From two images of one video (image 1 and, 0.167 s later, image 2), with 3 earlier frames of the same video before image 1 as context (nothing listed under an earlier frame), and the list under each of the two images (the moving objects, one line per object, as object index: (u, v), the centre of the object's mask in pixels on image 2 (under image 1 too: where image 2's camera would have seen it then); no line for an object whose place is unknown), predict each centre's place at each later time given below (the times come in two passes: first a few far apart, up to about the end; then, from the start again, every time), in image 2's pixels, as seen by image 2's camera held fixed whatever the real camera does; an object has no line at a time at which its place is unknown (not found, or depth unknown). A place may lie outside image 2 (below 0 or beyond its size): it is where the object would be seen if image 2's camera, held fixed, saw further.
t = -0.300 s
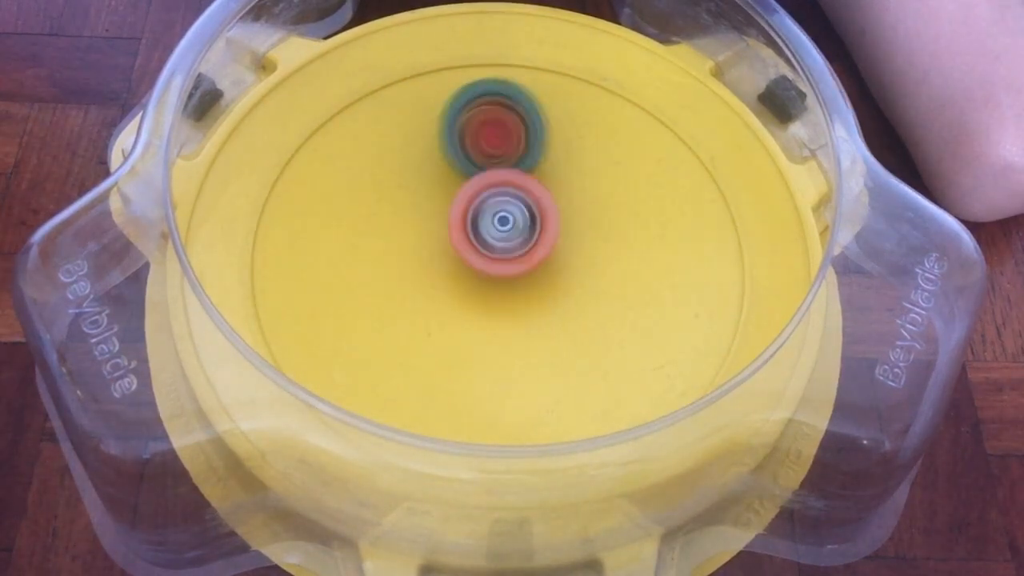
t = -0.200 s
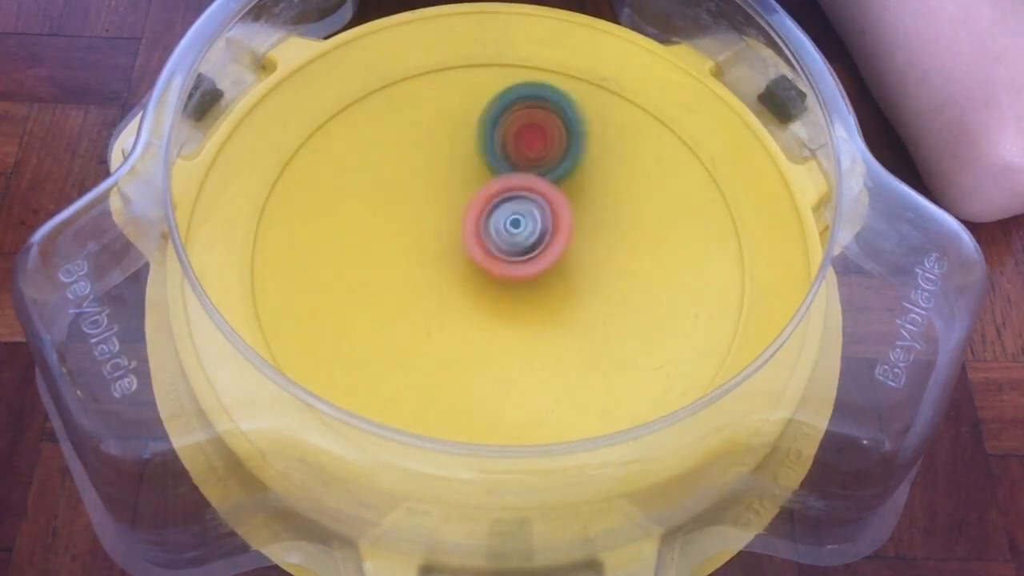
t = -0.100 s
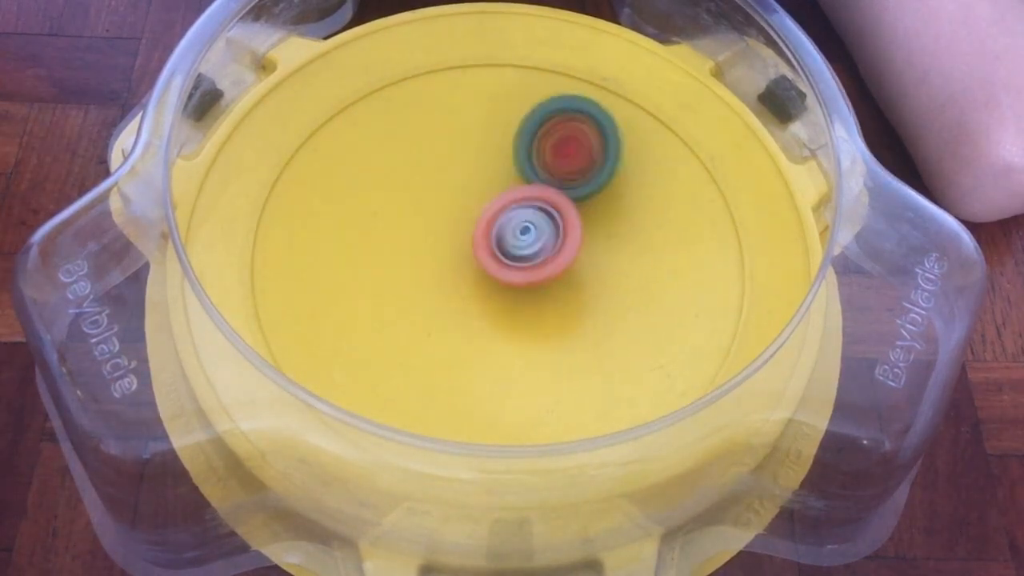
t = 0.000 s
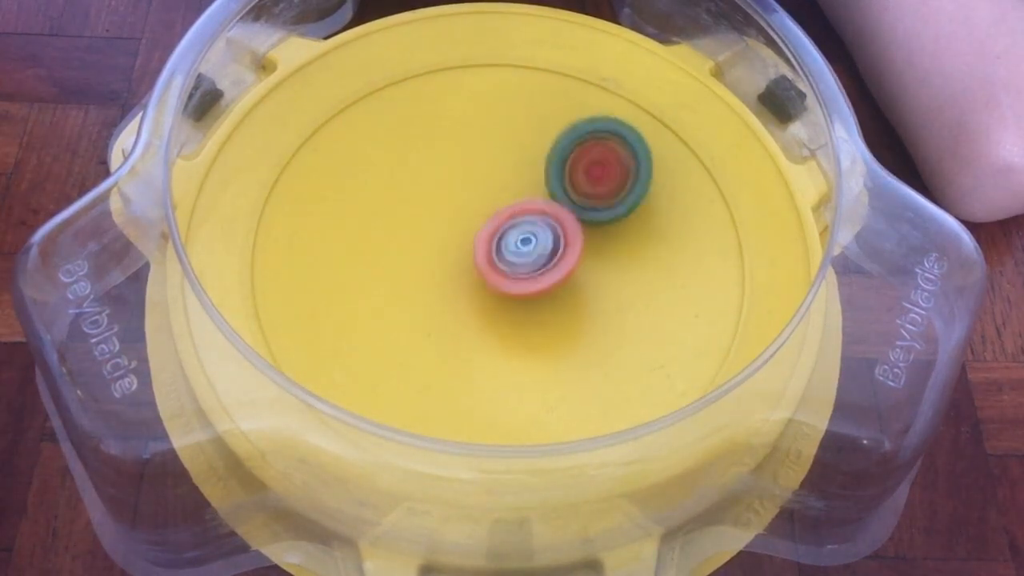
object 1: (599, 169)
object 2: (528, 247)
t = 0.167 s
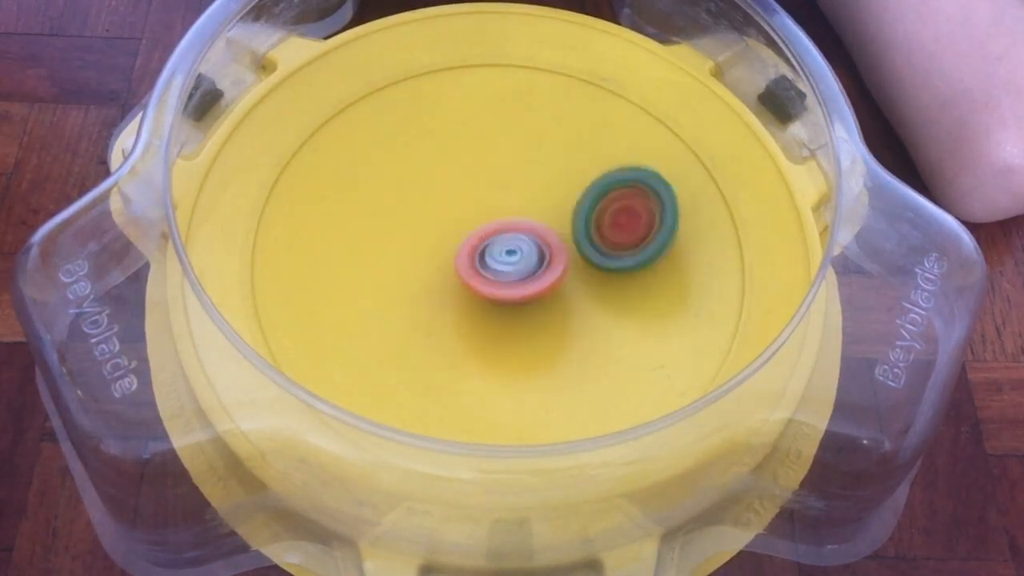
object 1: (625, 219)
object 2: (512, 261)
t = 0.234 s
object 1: (628, 240)
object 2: (502, 263)
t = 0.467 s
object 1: (590, 320)
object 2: (472, 250)
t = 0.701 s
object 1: (493, 354)
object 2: (482, 227)
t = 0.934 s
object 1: (398, 320)
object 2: (508, 229)
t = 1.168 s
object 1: (370, 242)
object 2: (516, 252)
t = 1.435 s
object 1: (429, 166)
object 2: (493, 255)
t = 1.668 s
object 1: (520, 143)
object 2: (488, 237)
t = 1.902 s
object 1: (598, 176)
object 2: (508, 234)
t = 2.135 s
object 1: (618, 249)
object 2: (510, 249)
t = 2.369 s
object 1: (565, 323)
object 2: (494, 250)
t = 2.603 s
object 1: (457, 342)
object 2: (493, 237)
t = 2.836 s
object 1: (388, 291)
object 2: (506, 238)
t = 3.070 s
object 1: (397, 214)
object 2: (503, 250)
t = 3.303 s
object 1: (466, 155)
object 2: (501, 257)
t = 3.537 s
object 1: (552, 152)
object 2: (501, 252)
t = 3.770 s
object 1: (608, 211)
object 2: (511, 250)
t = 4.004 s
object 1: (597, 300)
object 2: (504, 250)
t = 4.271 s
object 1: (486, 344)
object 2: (507, 232)
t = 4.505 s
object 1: (393, 295)
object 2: (511, 234)
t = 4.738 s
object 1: (390, 211)
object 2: (500, 239)
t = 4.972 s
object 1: (464, 152)
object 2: (496, 243)
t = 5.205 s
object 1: (563, 163)
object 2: (485, 235)
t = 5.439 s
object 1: (618, 232)
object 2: (470, 232)
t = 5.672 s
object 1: (583, 316)
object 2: (486, 229)
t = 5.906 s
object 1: (464, 346)
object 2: (486, 247)
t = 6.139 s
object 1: (384, 284)
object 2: (483, 243)
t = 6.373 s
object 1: (405, 188)
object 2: (512, 252)
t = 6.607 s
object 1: (484, 128)
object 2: (541, 275)
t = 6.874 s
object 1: (580, 175)
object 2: (505, 268)
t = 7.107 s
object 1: (607, 268)
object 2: (501, 224)
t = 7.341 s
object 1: (557, 340)
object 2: (521, 223)
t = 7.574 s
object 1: (456, 334)
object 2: (518, 245)
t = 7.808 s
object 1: (394, 269)
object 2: (488, 238)
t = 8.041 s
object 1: (403, 196)
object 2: (491, 233)
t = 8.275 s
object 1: (462, 161)
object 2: (505, 250)
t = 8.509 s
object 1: (528, 179)
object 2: (500, 276)
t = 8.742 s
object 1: (570, 206)
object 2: (483, 281)
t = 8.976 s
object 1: (569, 241)
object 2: (479, 282)
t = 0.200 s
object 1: (628, 230)
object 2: (507, 264)
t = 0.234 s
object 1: (628, 240)
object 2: (502, 263)
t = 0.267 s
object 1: (626, 255)
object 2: (497, 264)
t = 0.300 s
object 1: (625, 265)
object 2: (491, 264)
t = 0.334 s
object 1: (619, 278)
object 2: (488, 261)
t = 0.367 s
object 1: (615, 290)
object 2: (483, 260)
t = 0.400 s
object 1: (609, 300)
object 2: (478, 257)
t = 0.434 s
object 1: (598, 313)
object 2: (477, 254)
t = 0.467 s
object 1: (590, 320)
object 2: (472, 250)
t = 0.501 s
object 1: (577, 329)
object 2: (471, 246)
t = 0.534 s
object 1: (566, 337)
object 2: (473, 243)
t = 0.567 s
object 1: (553, 343)
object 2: (471, 239)
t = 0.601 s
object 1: (536, 349)
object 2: (474, 235)
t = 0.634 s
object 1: (525, 351)
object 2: (476, 233)
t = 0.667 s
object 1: (508, 354)
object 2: (477, 229)
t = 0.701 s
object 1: (493, 354)
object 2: (482, 227)
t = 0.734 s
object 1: (478, 352)
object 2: (486, 226)
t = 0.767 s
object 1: (460, 351)
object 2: (490, 223)
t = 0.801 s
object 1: (448, 347)
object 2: (495, 225)
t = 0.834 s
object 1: (433, 342)
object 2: (497, 225)
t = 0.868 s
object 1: (421, 336)
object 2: (503, 224)
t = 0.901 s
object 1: (410, 328)
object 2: (506, 227)
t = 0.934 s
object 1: (398, 320)
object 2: (508, 229)
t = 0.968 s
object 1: (391, 310)
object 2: (514, 231)
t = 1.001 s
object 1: (381, 299)
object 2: (514, 235)
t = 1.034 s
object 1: (377, 289)
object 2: (516, 238)
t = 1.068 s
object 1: (373, 278)
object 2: (519, 242)
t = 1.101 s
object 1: (371, 266)
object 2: (516, 246)
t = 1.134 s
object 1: (371, 255)
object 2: (517, 248)
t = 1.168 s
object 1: (370, 242)
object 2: (516, 252)
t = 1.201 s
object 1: (375, 231)
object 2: (512, 254)
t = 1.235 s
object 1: (377, 219)
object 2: (511, 256)
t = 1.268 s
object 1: (385, 209)
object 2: (507, 259)
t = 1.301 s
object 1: (392, 199)
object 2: (504, 259)
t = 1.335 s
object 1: (398, 190)
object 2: (502, 258)
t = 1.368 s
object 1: (409, 181)
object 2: (497, 259)
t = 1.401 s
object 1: (416, 172)
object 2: (494, 257)
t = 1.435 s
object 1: (429, 166)
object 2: (493, 255)
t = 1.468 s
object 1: (440, 158)
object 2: (488, 253)
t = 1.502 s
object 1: (453, 154)
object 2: (487, 251)
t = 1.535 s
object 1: (466, 148)
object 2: (488, 249)
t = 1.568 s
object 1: (478, 146)
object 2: (485, 245)
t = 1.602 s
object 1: (494, 143)
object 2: (486, 242)
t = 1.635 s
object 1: (504, 142)
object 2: (489, 242)
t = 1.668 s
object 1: (520, 143)
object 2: (488, 237)
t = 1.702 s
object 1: (531, 143)
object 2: (491, 235)
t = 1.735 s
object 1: (544, 148)
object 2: (494, 236)
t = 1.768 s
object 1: (556, 149)
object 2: (495, 233)
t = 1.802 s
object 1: (567, 156)
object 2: (499, 231)
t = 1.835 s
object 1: (579, 161)
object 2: (502, 234)
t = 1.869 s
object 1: (586, 168)
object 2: (504, 234)
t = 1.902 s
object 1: (598, 176)
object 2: (508, 234)
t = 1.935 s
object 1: (602, 184)
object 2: (509, 237)
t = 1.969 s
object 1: (610, 196)
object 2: (510, 238)
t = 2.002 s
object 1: (614, 203)
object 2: (513, 240)
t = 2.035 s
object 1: (617, 217)
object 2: (512, 243)
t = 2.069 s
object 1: (619, 226)
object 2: (510, 244)
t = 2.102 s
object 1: (618, 240)
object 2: (512, 247)
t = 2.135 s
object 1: (618, 249)
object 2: (510, 249)
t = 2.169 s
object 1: (613, 263)
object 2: (507, 249)
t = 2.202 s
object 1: (611, 273)
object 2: (506, 251)
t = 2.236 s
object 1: (603, 285)
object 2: (503, 253)
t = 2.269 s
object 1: (597, 295)
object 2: (501, 252)
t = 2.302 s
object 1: (587, 306)
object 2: (499, 252)
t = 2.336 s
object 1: (577, 314)
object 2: (495, 252)
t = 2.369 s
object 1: (565, 323)
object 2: (494, 250)
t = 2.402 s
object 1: (552, 331)
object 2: (494, 249)
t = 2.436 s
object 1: (538, 337)
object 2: (490, 247)
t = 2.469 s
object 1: (521, 342)
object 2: (490, 244)
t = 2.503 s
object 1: (507, 344)
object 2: (492, 243)
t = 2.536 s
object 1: (488, 345)
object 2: (491, 240)
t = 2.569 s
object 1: (475, 344)
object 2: (490, 237)
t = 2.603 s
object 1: (457, 342)
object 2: (493, 237)
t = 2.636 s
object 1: (445, 338)
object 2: (495, 237)
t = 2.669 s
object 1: (430, 333)
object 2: (496, 234)
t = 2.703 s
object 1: (420, 326)
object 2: (499, 235)
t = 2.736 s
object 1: (407, 319)
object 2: (500, 237)
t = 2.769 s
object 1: (400, 310)
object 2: (502, 236)
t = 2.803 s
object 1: (392, 300)
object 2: (506, 235)
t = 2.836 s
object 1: (388, 291)
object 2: (506, 238)
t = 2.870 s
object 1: (382, 280)
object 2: (506, 240)
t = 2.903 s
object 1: (382, 270)
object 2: (508, 242)
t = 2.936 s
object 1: (380, 258)
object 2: (507, 243)
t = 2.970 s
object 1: (383, 248)
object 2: (505, 244)
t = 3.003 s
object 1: (385, 236)
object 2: (507, 246)
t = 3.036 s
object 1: (391, 227)
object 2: (505, 249)
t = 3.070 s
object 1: (397, 214)
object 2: (503, 250)
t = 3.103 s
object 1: (404, 204)
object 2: (504, 251)
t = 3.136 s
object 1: (410, 191)
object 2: (506, 255)
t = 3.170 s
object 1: (421, 184)
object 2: (504, 256)
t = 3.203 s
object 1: (430, 175)
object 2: (500, 256)
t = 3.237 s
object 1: (443, 171)
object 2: (497, 253)
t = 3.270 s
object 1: (453, 160)
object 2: (499, 254)
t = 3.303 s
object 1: (466, 155)
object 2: (501, 257)
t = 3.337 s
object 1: (478, 149)
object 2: (500, 259)
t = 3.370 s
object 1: (492, 147)
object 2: (499, 258)
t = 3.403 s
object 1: (504, 144)
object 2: (499, 258)
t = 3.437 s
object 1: (518, 145)
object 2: (502, 257)
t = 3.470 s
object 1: (529, 146)
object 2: (504, 257)
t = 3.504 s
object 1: (543, 149)
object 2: (501, 254)
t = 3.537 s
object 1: (552, 152)
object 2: (501, 252)
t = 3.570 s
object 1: (565, 158)
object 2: (503, 252)
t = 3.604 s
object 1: (573, 165)
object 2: (506, 253)
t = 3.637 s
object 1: (584, 172)
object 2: (507, 252)
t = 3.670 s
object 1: (590, 181)
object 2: (507, 252)
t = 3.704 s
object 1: (598, 190)
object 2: (508, 254)
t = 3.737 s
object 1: (603, 202)
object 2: (508, 252)
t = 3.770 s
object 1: (608, 211)
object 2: (511, 250)
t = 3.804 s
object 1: (612, 225)
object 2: (514, 250)
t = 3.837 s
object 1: (614, 238)
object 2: (509, 251)
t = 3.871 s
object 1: (614, 252)
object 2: (503, 250)
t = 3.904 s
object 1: (613, 264)
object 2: (503, 249)
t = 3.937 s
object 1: (609, 278)
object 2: (504, 251)
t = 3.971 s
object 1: (604, 288)
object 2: (504, 251)
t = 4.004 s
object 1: (597, 300)
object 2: (504, 250)
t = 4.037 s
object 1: (588, 312)
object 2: (506, 249)
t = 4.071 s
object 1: (576, 322)
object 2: (504, 247)
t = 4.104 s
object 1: (563, 330)
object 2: (503, 244)
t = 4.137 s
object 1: (549, 336)
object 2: (505, 242)
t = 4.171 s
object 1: (533, 341)
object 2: (505, 241)
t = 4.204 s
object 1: (518, 343)
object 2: (504, 237)
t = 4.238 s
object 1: (501, 346)
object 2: (504, 232)
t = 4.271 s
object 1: (486, 344)
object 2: (507, 232)
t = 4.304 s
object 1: (466, 341)
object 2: (509, 234)
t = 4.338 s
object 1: (451, 337)
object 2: (510, 233)
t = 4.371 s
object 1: (437, 330)
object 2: (511, 231)
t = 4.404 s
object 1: (423, 324)
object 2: (514, 230)
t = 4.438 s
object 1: (413, 316)
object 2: (513, 232)
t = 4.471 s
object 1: (401, 305)
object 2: (510, 234)
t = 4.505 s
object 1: (393, 295)
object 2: (511, 234)
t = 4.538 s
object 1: (386, 283)
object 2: (512, 236)
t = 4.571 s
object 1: (380, 270)
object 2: (511, 237)
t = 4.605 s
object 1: (380, 260)
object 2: (508, 237)
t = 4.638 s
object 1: (379, 246)
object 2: (508, 238)
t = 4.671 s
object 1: (381, 234)
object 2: (506, 240)
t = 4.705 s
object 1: (386, 223)
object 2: (502, 241)
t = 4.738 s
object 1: (390, 211)
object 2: (500, 239)
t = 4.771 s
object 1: (398, 203)
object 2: (499, 237)
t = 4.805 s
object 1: (406, 191)
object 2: (498, 236)
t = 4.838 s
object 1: (415, 181)
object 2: (495, 235)
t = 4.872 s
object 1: (424, 173)
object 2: (495, 235)
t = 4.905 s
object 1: (437, 164)
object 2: (500, 238)
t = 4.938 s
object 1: (450, 159)
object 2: (499, 242)
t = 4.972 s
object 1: (464, 152)
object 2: (496, 243)
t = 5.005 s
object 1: (479, 148)
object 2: (496, 240)
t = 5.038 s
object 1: (492, 147)
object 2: (497, 237)
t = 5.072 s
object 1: (508, 146)
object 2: (497, 236)
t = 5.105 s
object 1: (524, 148)
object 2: (497, 235)
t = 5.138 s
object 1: (536, 151)
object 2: (495, 233)
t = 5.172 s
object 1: (552, 155)
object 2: (491, 235)
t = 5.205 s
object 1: (563, 163)
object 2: (485, 235)
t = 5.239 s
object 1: (575, 170)
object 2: (483, 234)
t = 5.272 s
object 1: (588, 178)
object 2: (480, 235)
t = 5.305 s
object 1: (597, 187)
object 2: (478, 237)
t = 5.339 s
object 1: (604, 197)
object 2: (472, 239)
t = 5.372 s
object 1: (613, 207)
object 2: (468, 237)
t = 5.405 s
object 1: (617, 220)
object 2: (467, 235)
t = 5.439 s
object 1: (618, 232)
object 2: (470, 232)
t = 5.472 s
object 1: (621, 244)
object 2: (475, 232)
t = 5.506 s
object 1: (620, 257)
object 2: (479, 233)
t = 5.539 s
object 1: (615, 270)
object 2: (479, 234)
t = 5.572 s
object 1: (611, 282)
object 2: (479, 232)
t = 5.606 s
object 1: (604, 293)
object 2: (480, 231)
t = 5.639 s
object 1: (593, 306)
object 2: (483, 229)
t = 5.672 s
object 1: (583, 316)
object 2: (486, 229)
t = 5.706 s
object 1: (567, 327)
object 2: (487, 231)
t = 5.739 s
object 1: (552, 335)
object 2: (487, 234)
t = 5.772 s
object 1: (537, 341)
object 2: (485, 237)
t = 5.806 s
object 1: (518, 345)
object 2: (483, 239)
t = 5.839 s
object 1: (501, 349)
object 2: (483, 241)
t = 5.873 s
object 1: (481, 347)
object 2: (486, 243)
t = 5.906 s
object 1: (464, 346)
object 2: (486, 247)
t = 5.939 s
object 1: (447, 342)
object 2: (485, 250)
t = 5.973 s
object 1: (431, 336)
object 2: (482, 250)
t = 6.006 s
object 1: (419, 327)
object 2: (479, 249)
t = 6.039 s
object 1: (405, 317)
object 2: (479, 246)
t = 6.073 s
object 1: (395, 308)
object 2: (482, 243)
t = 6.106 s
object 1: (389, 295)
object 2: (483, 242)
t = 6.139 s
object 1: (384, 284)
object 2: (483, 243)
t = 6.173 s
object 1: (379, 270)
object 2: (483, 242)
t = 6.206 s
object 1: (376, 257)
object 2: (484, 244)
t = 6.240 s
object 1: (379, 245)
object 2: (484, 245)
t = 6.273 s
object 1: (380, 232)
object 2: (485, 246)
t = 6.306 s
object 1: (388, 215)
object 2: (494, 249)
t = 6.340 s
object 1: (394, 200)
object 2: (502, 252)
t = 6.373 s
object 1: (405, 188)
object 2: (512, 252)
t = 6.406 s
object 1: (415, 176)
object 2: (520, 257)
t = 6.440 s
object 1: (424, 161)
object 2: (526, 262)
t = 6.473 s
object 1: (437, 152)
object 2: (534, 264)
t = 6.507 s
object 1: (446, 140)
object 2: (540, 266)
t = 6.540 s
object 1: (461, 137)
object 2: (543, 269)
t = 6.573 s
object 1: (472, 135)
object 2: (541, 273)
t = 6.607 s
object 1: (484, 128)
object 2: (541, 275)
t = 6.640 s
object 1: (498, 130)
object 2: (541, 278)
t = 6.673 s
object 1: (511, 128)
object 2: (539, 279)
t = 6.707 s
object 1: (524, 134)
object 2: (535, 278)
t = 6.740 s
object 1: (534, 141)
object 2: (530, 278)
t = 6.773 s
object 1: (545, 146)
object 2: (525, 276)
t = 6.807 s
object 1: (558, 154)
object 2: (517, 275)
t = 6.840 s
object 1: (569, 164)
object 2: (511, 273)
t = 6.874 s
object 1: (580, 175)
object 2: (505, 268)
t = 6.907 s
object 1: (586, 188)
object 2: (504, 264)
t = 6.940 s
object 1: (592, 201)
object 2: (504, 256)
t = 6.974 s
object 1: (599, 213)
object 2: (503, 249)
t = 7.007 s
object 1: (603, 226)
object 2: (500, 242)
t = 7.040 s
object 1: (607, 241)
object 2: (499, 236)
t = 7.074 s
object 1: (609, 255)
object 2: (500, 229)
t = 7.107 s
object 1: (607, 268)
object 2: (501, 224)
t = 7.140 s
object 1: (605, 282)
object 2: (501, 218)
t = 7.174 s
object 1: (601, 294)
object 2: (504, 216)
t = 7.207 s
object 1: (597, 304)
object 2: (508, 216)
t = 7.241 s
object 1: (589, 317)
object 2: (511, 217)
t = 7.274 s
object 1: (580, 326)
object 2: (514, 220)
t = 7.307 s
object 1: (571, 333)
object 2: (517, 223)
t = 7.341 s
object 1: (557, 340)
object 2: (521, 223)
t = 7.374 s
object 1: (544, 344)
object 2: (524, 224)
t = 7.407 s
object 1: (532, 348)
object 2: (523, 227)
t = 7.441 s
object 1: (516, 349)
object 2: (524, 230)
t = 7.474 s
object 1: (500, 348)
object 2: (525, 235)
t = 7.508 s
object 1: (486, 345)
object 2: (524, 239)
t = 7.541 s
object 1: (471, 342)
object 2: (521, 242)
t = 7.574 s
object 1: (456, 334)
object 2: (518, 245)
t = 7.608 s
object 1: (445, 328)
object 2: (514, 249)
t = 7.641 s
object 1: (434, 321)
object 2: (509, 250)
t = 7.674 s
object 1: (421, 311)
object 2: (505, 248)
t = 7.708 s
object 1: (411, 301)
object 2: (499, 248)
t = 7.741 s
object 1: (404, 291)
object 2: (494, 245)
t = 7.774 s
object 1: (398, 282)
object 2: (491, 241)
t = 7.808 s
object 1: (394, 269)
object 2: (488, 238)
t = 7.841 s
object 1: (393, 257)
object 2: (483, 235)
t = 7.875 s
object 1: (391, 248)
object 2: (480, 233)
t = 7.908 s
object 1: (389, 237)
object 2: (480, 232)
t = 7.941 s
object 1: (390, 225)
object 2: (484, 233)
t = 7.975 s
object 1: (392, 214)
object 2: (486, 234)
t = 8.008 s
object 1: (397, 204)
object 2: (488, 233)
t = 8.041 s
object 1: (403, 196)
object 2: (491, 233)
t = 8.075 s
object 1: (411, 188)
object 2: (497, 232)
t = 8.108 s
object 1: (420, 181)
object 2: (503, 229)
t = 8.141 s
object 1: (428, 175)
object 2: (507, 229)
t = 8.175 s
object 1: (436, 171)
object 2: (509, 233)
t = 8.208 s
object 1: (444, 166)
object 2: (508, 239)
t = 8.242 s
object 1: (453, 162)
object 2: (507, 246)
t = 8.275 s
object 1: (462, 161)
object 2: (505, 250)
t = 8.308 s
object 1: (470, 161)
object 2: (506, 255)
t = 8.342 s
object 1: (478, 161)
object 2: (506, 260)
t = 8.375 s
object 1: (487, 163)
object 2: (505, 263)
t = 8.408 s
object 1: (496, 165)
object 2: (505, 267)
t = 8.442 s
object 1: (507, 169)
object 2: (504, 270)
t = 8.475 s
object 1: (518, 173)
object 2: (502, 273)
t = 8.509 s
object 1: (528, 179)
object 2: (500, 276)
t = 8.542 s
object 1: (537, 184)
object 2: (498, 278)
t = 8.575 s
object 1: (546, 187)
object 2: (495, 280)
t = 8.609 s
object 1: (553, 192)
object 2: (492, 280)
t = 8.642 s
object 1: (558, 198)
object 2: (489, 280)
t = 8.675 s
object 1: (563, 200)
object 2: (487, 281)
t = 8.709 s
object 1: (567, 202)
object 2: (485, 281)
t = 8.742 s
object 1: (570, 206)
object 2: (483, 281)
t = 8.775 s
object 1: (572, 210)
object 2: (480, 282)
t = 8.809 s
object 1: (572, 215)
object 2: (478, 282)
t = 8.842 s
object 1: (573, 219)
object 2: (477, 282)
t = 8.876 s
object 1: (573, 224)
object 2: (476, 283)
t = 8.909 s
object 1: (573, 230)
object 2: (477, 283)
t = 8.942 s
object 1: (571, 235)
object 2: (477, 282)
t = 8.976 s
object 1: (569, 241)
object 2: (479, 282)
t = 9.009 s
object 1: (569, 248)
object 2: (478, 281)
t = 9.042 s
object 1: (568, 254)
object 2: (478, 280)
